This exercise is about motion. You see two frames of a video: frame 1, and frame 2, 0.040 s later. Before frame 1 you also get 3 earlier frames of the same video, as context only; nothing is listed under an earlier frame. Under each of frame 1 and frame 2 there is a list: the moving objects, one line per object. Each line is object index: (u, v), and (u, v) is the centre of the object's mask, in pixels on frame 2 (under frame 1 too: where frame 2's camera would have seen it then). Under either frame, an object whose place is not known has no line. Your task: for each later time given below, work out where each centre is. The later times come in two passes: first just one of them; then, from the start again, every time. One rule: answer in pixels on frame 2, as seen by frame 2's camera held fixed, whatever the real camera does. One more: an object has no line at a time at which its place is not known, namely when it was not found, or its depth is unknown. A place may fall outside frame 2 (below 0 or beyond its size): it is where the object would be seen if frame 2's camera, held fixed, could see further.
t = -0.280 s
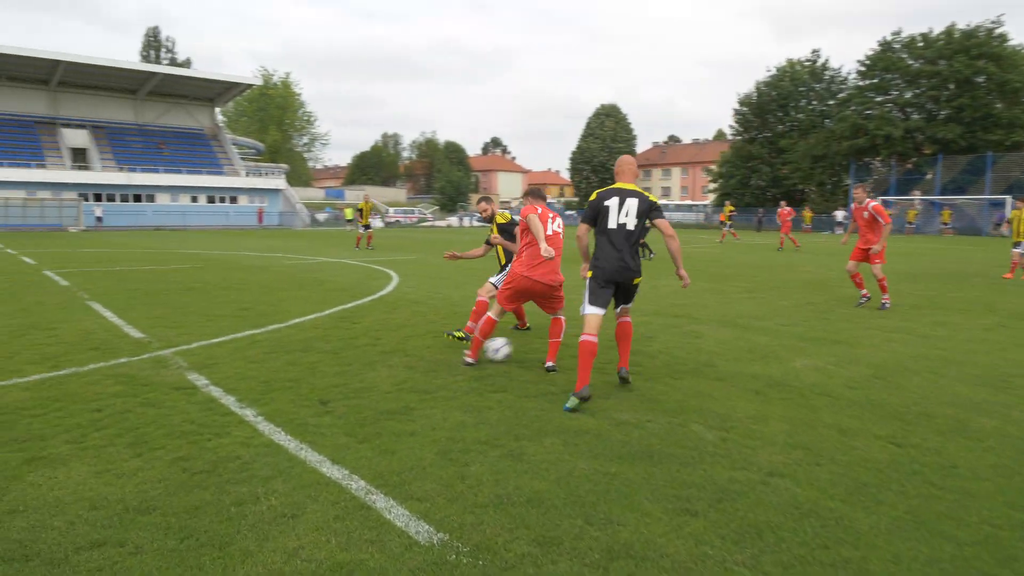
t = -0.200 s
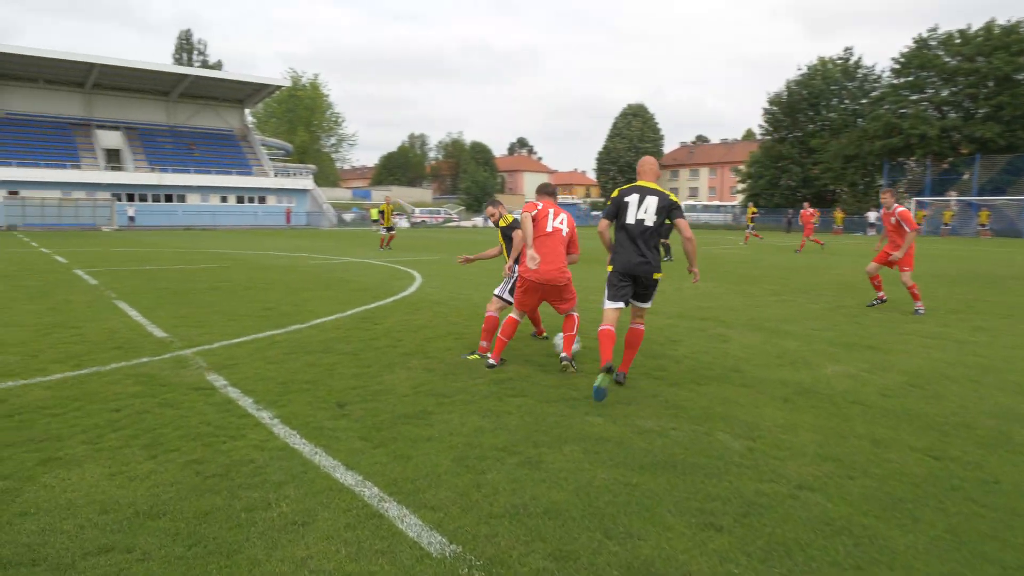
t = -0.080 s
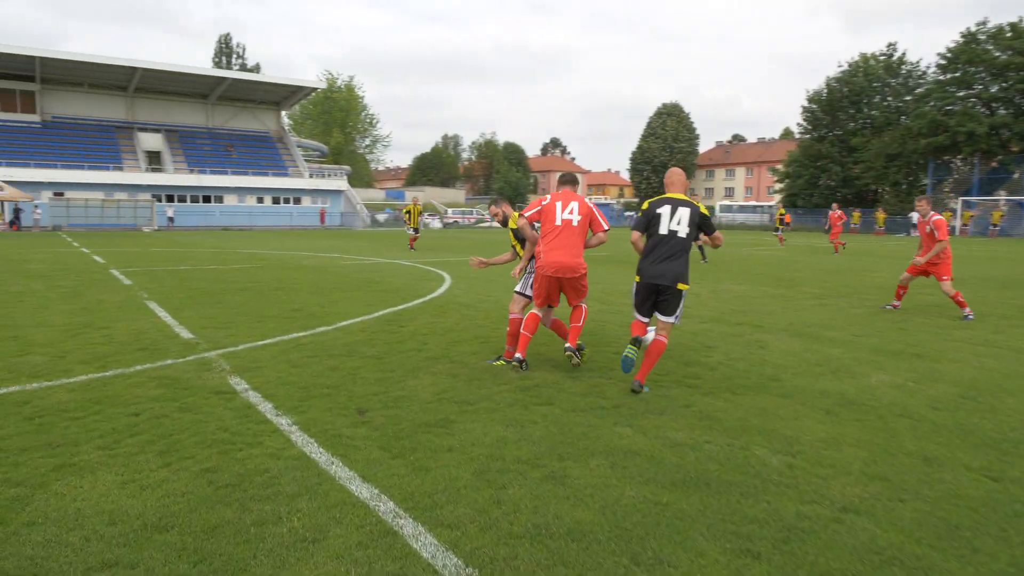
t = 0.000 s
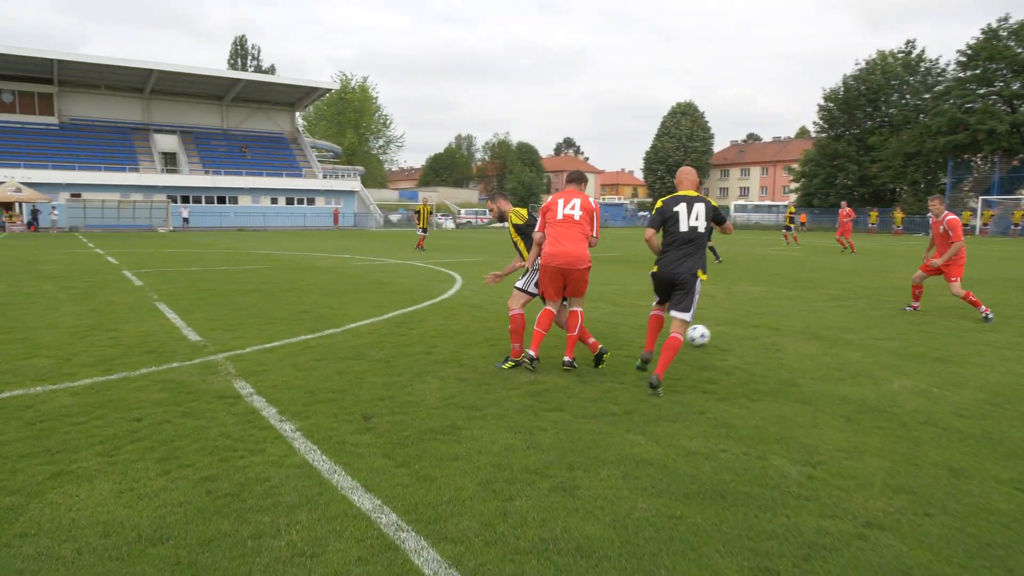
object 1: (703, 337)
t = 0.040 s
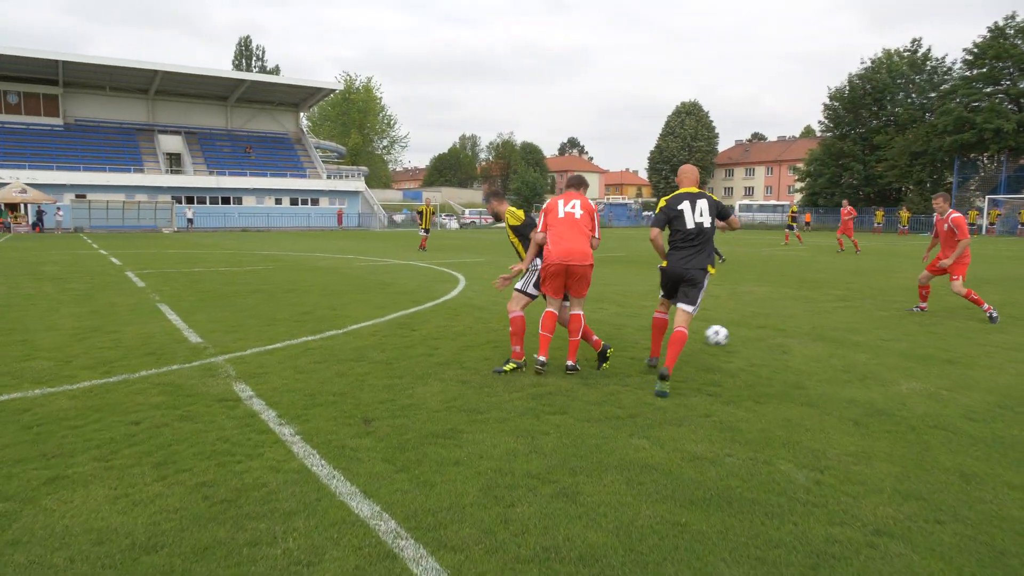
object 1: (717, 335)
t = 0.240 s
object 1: (763, 323)
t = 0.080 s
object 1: (728, 332)
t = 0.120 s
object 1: (738, 329)
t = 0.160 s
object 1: (747, 326)
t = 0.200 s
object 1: (755, 325)
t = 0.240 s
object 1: (763, 323)
